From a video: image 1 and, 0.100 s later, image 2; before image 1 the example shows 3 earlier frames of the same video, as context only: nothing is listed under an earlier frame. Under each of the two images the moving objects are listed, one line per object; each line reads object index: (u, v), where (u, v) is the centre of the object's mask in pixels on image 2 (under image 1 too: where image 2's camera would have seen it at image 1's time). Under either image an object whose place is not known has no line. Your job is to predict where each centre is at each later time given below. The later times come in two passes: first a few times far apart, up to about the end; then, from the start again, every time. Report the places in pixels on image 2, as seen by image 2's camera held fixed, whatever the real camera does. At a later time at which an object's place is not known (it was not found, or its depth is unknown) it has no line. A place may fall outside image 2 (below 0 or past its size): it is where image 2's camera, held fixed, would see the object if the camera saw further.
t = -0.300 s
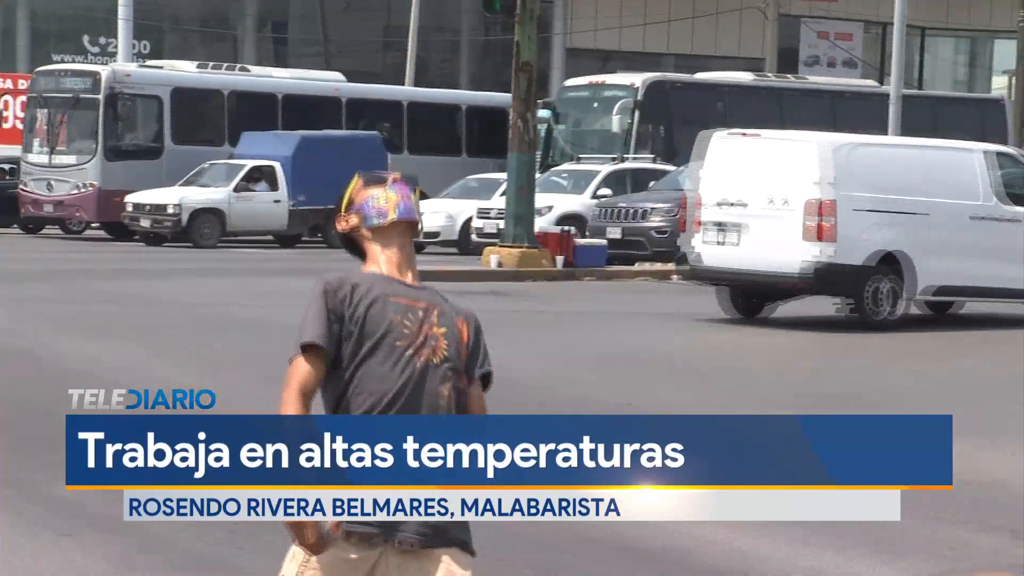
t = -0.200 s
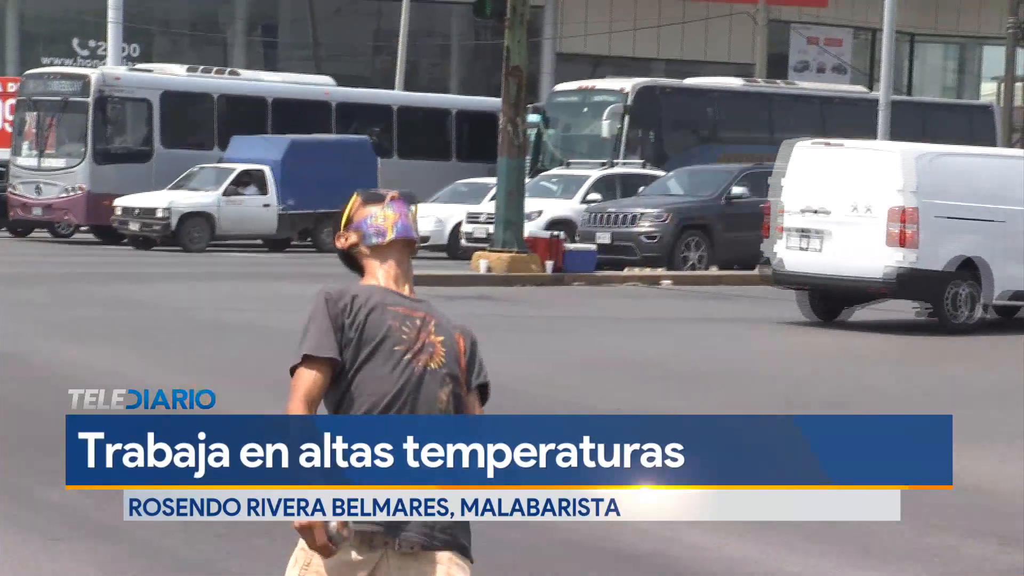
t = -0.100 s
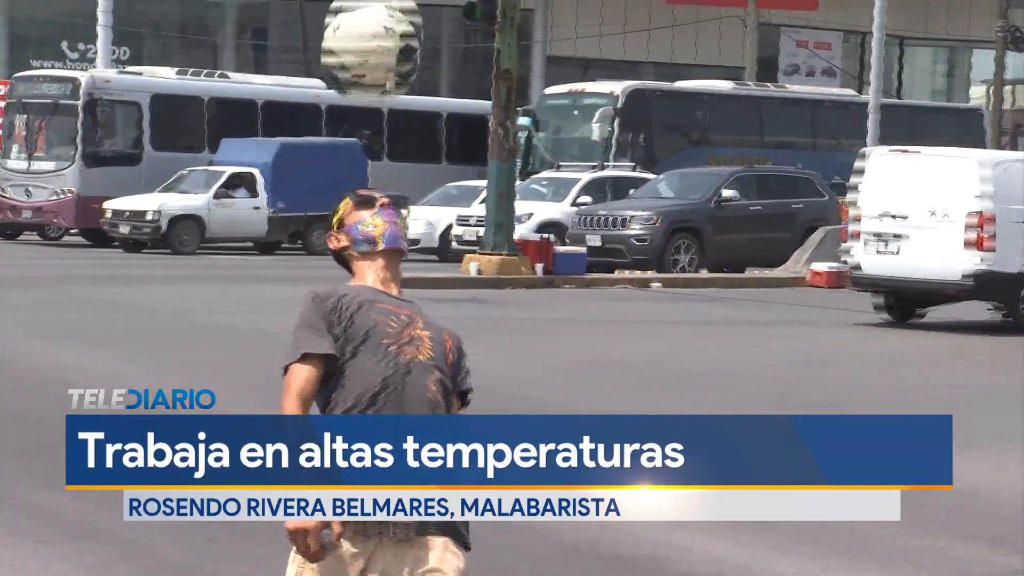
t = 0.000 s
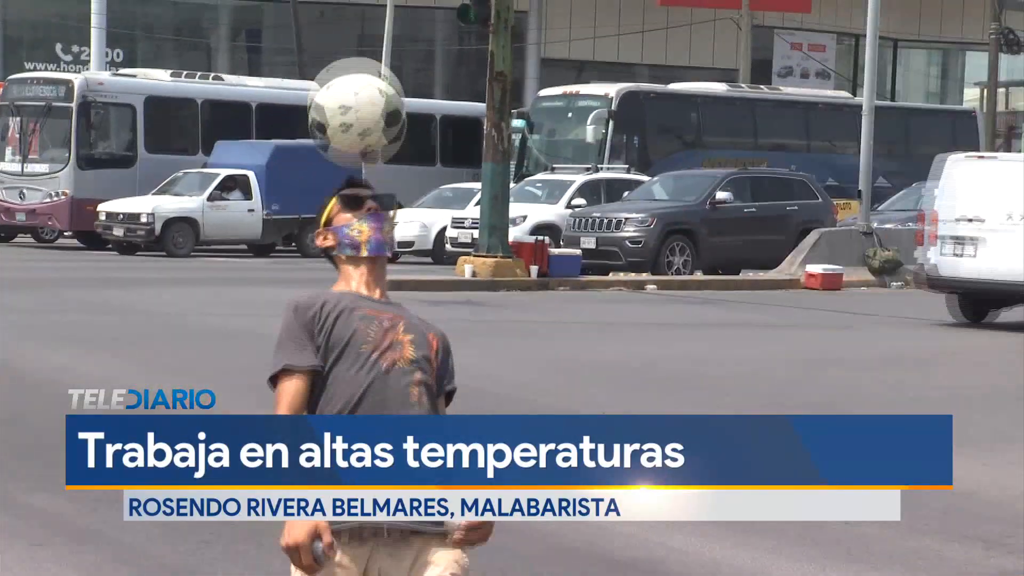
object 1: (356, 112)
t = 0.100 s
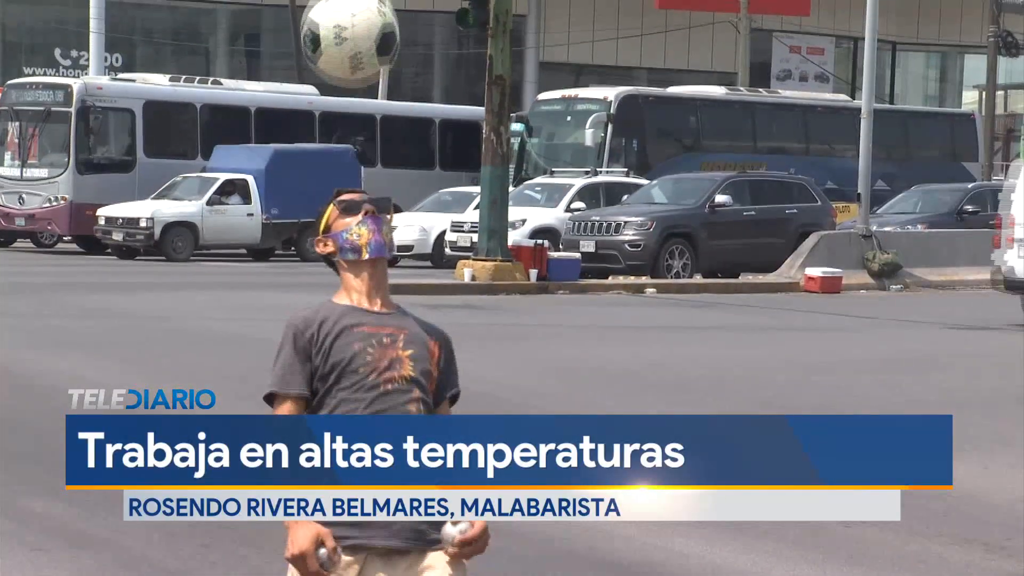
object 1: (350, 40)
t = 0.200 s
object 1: (344, 18)
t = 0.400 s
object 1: (329, 43)
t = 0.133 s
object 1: (348, 30)
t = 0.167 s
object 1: (346, 23)
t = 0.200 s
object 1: (344, 18)
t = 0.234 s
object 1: (342, 16)
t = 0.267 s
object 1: (340, 16)
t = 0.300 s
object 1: (339, 19)
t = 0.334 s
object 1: (336, 24)
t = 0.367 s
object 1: (332, 32)
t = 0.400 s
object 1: (329, 43)
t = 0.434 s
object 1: (334, 60)
